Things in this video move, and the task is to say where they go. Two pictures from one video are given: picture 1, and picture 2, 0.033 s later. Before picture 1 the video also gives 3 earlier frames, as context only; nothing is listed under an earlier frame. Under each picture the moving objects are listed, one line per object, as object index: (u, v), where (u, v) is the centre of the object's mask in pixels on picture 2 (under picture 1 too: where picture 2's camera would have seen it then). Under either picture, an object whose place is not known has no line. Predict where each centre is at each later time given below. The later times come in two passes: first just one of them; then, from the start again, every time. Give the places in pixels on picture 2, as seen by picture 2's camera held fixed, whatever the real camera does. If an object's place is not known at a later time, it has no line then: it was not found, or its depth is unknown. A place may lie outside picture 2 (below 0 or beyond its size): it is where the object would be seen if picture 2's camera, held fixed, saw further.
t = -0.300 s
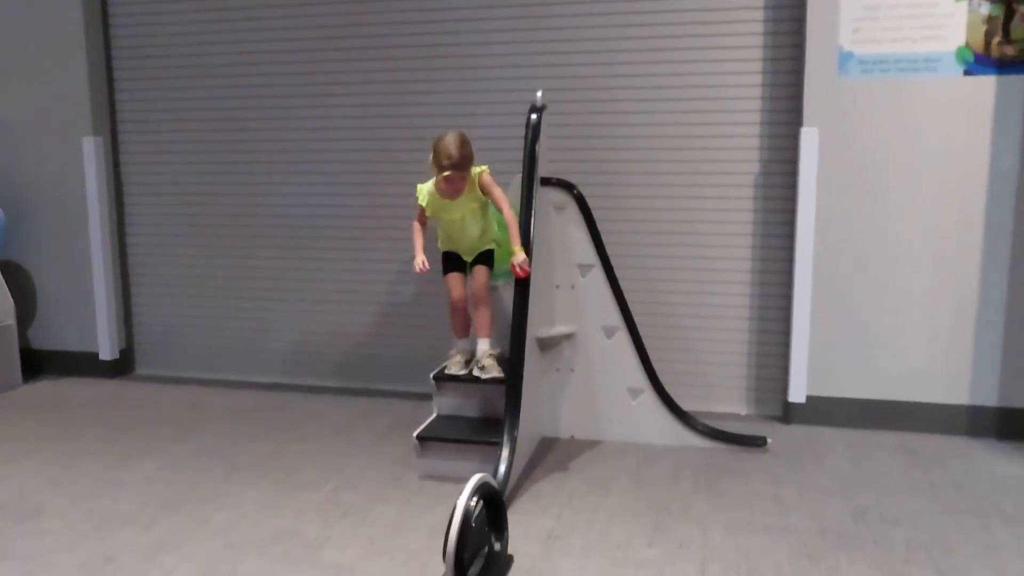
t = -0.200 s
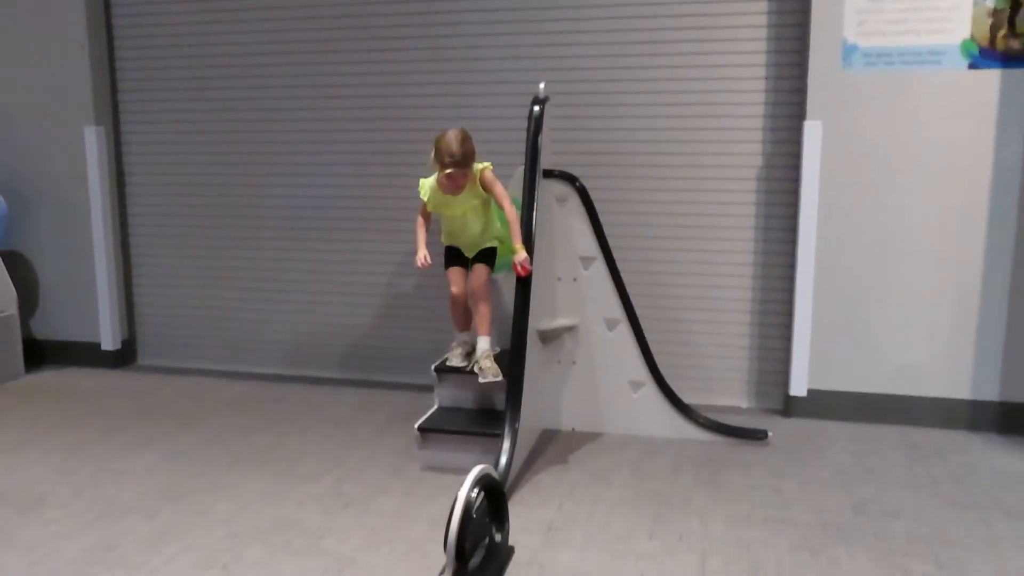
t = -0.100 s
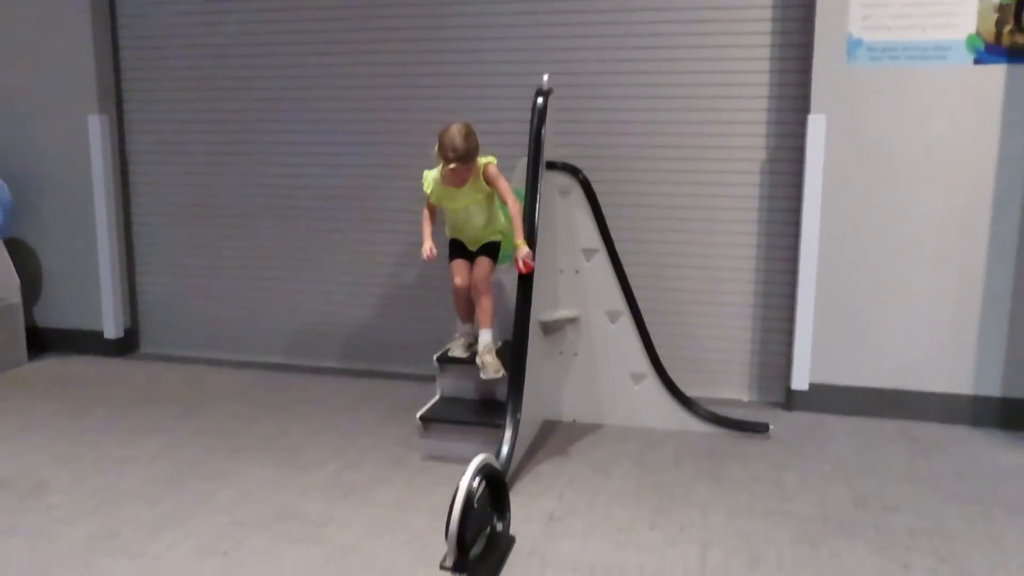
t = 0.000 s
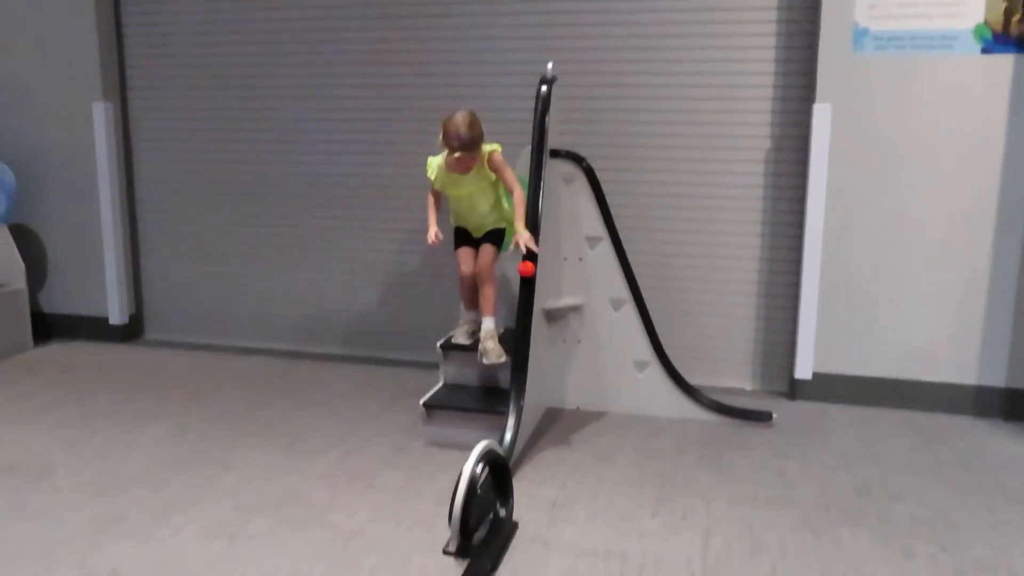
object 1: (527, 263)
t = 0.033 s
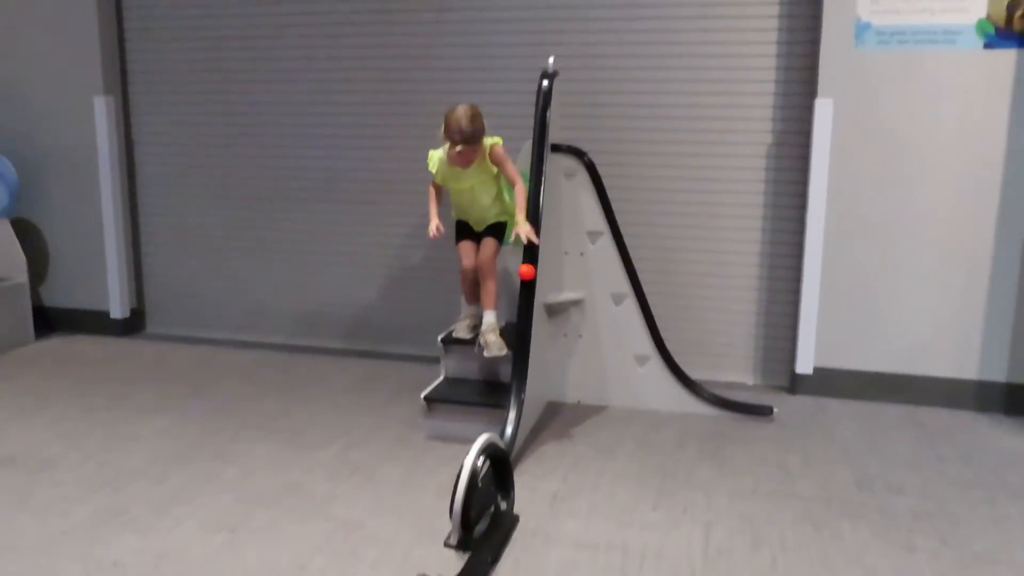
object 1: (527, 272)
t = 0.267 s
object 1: (515, 390)
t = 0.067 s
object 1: (526, 283)
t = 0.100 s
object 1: (525, 296)
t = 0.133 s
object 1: (523, 311)
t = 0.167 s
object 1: (521, 328)
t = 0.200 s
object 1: (520, 347)
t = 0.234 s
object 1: (518, 368)
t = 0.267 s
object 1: (515, 390)
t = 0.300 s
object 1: (511, 410)
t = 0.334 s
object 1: (506, 428)
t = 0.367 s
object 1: (505, 440)
